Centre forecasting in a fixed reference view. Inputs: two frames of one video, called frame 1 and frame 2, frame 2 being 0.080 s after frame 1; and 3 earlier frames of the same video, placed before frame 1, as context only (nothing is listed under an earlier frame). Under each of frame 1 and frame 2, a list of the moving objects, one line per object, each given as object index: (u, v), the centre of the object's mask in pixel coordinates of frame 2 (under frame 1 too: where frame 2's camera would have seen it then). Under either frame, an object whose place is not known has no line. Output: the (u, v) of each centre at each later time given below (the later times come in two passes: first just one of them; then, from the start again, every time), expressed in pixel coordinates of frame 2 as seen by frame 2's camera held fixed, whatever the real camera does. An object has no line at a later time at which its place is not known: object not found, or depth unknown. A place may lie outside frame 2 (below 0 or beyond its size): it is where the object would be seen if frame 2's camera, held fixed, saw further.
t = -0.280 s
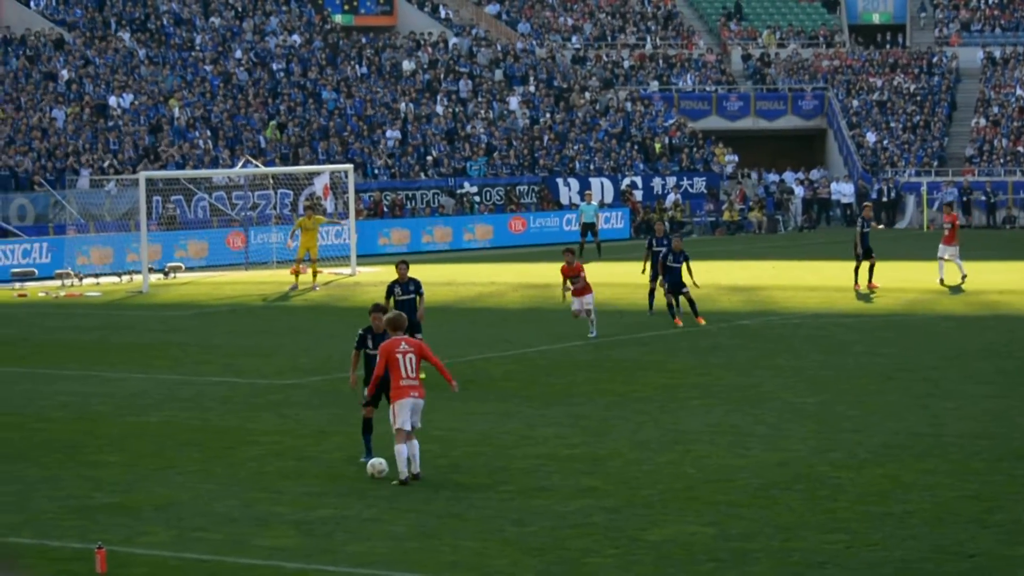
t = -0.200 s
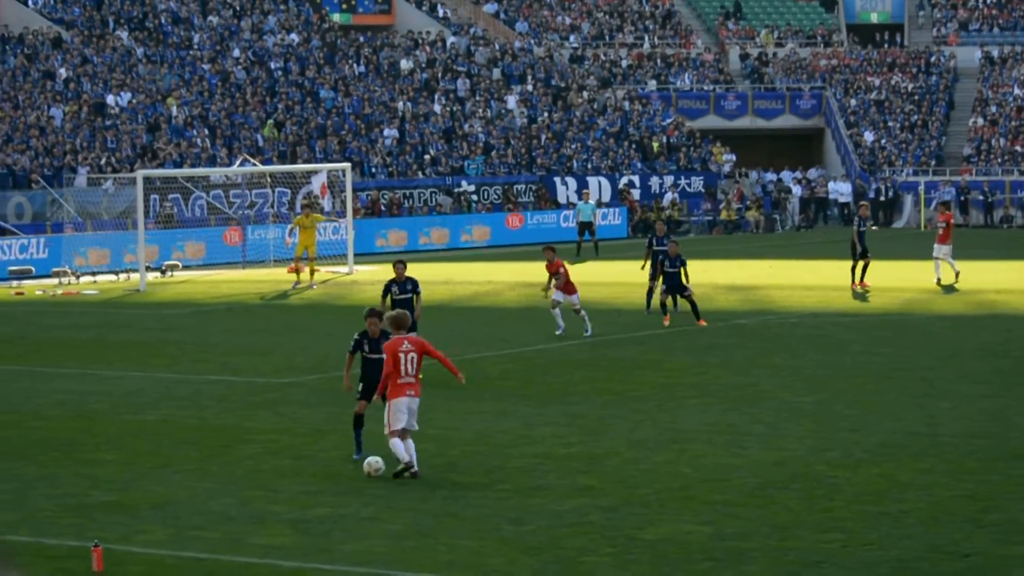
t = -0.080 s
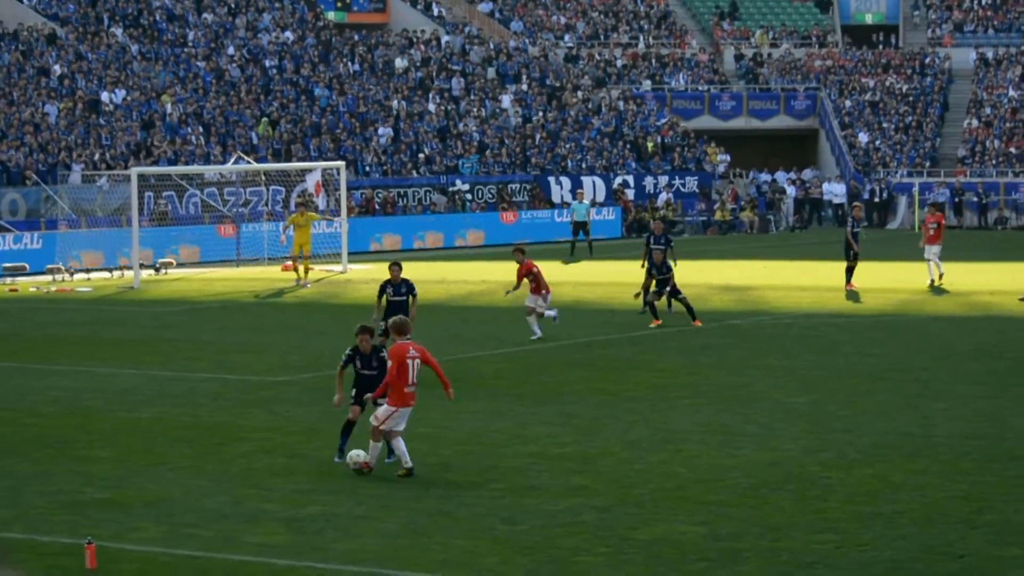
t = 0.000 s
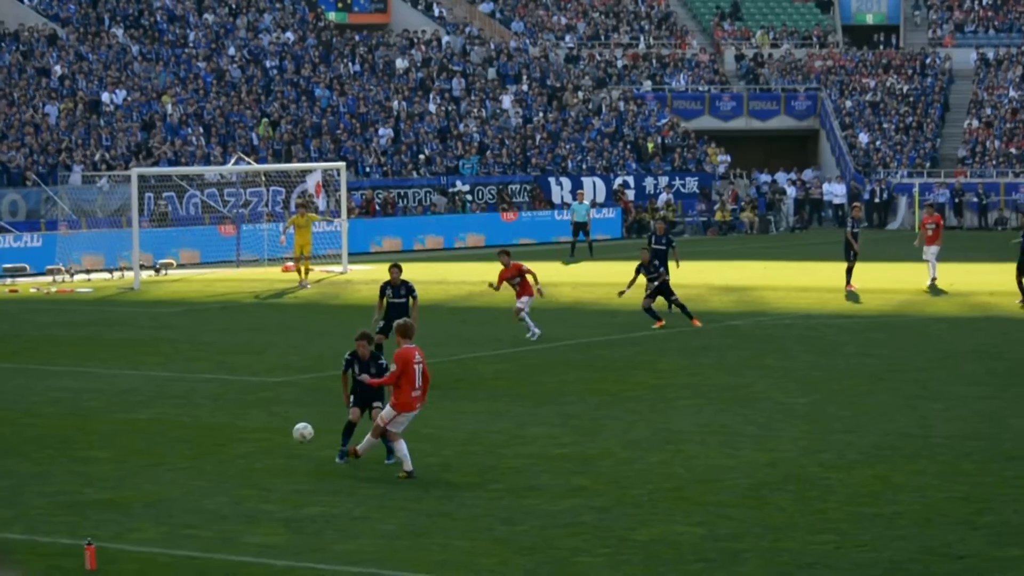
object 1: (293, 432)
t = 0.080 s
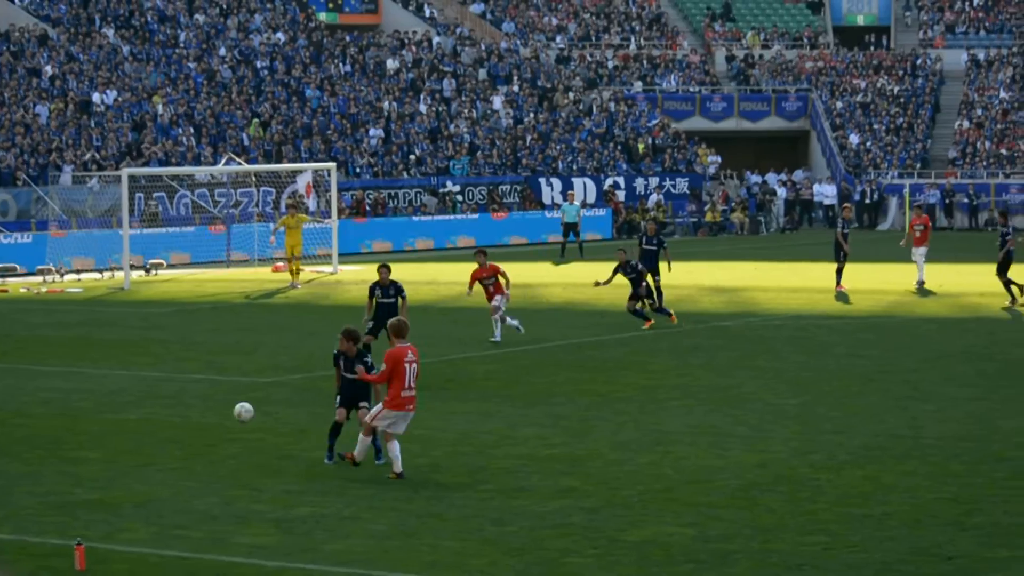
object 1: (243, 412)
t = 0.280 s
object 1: (141, 385)
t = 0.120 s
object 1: (221, 404)
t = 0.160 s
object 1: (199, 397)
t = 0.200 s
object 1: (178, 392)
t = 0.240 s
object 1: (159, 388)
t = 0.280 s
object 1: (141, 385)
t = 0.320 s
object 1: (124, 384)
